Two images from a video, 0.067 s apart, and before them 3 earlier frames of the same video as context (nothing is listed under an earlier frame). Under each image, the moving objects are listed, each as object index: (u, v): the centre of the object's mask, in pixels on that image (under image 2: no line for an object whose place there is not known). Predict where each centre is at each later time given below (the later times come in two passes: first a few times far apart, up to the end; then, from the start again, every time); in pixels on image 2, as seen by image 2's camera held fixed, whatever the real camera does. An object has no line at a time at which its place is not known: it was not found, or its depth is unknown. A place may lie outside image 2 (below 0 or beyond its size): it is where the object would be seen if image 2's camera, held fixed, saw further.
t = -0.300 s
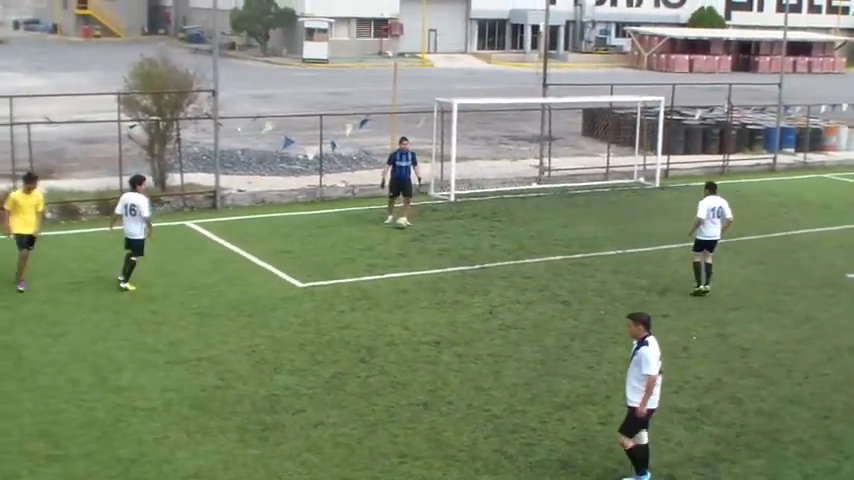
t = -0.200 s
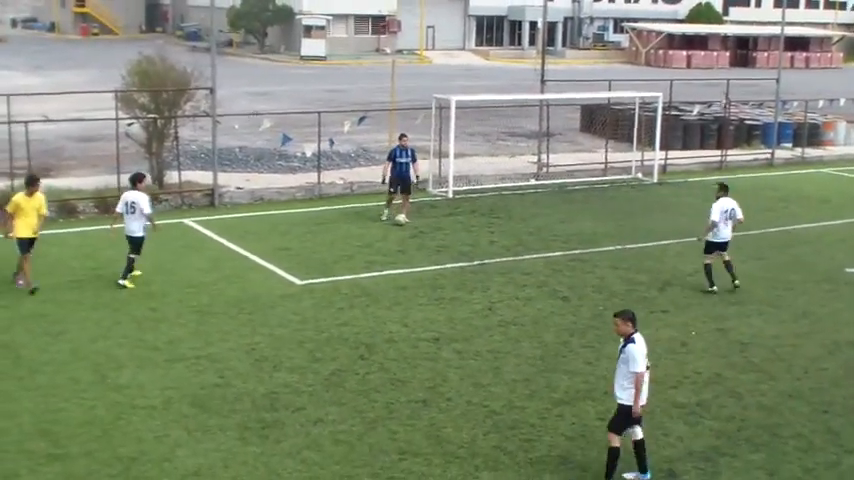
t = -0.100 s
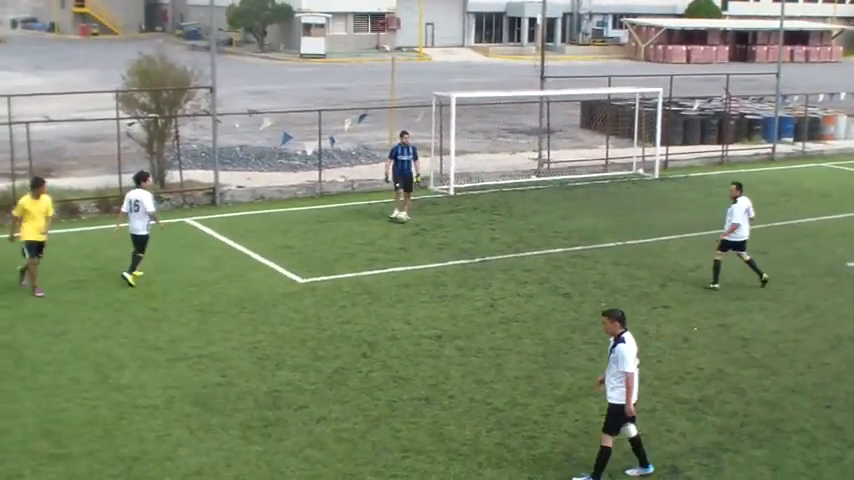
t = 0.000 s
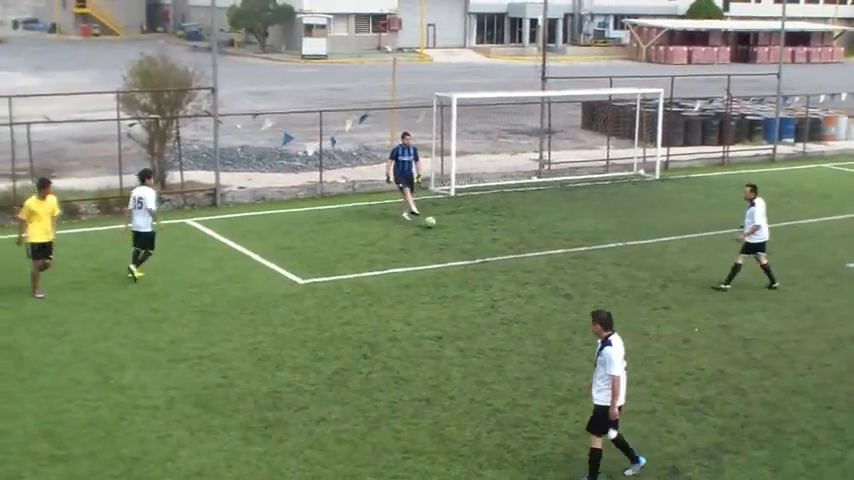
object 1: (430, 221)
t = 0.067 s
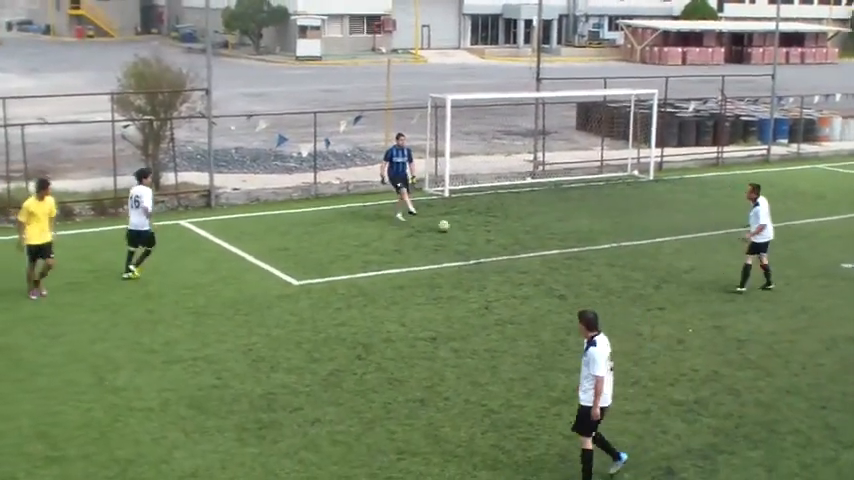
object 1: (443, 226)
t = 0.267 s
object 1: (493, 234)
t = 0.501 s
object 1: (540, 242)
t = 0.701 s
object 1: (579, 248)
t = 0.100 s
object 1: (453, 227)
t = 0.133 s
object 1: (462, 229)
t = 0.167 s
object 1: (470, 230)
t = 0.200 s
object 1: (478, 232)
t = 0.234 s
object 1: (486, 233)
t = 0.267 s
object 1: (493, 234)
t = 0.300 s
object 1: (501, 235)
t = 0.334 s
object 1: (508, 236)
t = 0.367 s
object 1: (515, 237)
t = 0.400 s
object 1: (522, 239)
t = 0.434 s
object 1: (528, 240)
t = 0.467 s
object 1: (534, 241)
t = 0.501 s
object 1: (540, 242)
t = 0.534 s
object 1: (546, 242)
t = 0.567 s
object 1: (553, 242)
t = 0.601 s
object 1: (559, 245)
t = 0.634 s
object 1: (566, 247)
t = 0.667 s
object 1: (573, 248)
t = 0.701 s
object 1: (579, 248)
